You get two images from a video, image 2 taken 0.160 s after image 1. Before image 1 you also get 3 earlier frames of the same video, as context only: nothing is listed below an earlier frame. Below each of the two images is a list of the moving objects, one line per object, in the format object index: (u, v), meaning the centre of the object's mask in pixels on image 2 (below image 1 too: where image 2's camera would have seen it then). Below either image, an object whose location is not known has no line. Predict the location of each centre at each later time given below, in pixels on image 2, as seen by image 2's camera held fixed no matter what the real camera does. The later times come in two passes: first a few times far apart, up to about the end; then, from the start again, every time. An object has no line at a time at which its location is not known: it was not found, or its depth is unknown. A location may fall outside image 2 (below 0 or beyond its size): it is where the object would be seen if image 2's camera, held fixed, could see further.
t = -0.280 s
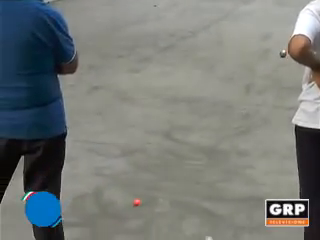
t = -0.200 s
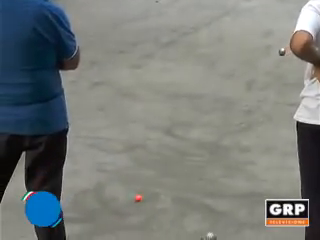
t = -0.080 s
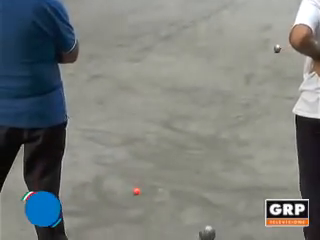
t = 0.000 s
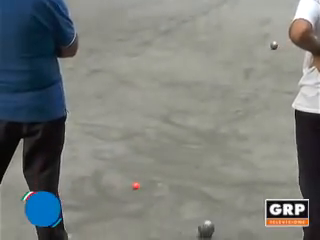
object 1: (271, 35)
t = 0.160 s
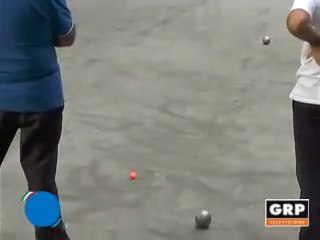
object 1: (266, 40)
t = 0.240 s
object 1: (263, 42)
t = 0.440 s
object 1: (257, 47)
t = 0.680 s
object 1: (247, 55)
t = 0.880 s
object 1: (241, 61)
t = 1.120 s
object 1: (234, 68)
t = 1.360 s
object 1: (226, 74)
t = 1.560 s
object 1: (219, 79)
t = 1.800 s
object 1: (212, 86)
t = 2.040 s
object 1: (206, 93)
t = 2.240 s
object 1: (200, 98)
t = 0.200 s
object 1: (266, 41)
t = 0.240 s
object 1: (263, 42)
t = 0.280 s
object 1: (263, 43)
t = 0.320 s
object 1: (261, 44)
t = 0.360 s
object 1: (260, 45)
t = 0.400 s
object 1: (259, 46)
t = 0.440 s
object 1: (257, 47)
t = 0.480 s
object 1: (255, 48)
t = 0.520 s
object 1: (254, 49)
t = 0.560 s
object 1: (252, 51)
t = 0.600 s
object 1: (251, 52)
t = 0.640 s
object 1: (250, 54)
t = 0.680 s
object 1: (247, 55)
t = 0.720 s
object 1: (246, 55)
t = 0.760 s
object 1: (245, 57)
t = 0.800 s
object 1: (244, 58)
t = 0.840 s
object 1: (243, 59)
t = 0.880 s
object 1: (241, 61)
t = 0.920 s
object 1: (240, 61)
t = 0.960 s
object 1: (239, 63)
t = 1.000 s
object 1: (237, 64)
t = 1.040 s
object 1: (236, 65)
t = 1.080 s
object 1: (235, 66)
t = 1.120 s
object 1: (234, 68)
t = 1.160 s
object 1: (232, 68)
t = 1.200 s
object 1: (231, 70)
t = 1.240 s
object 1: (230, 71)
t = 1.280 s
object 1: (228, 72)
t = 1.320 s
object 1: (227, 73)
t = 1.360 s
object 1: (226, 74)
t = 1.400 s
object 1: (225, 75)
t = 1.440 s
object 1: (223, 76)
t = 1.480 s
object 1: (222, 77)
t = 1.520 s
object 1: (220, 78)
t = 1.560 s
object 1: (219, 79)
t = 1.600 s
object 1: (218, 81)
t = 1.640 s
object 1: (217, 82)
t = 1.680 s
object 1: (215, 83)
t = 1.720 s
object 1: (214, 84)
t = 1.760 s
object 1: (213, 85)
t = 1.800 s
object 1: (212, 86)
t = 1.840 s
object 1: (211, 87)
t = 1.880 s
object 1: (209, 88)
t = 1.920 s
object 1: (208, 90)
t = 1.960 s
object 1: (207, 91)
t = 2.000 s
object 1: (206, 92)
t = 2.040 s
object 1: (206, 93)
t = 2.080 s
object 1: (204, 94)
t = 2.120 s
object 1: (203, 95)
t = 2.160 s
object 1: (202, 96)
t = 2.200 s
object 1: (201, 97)
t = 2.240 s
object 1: (200, 98)
